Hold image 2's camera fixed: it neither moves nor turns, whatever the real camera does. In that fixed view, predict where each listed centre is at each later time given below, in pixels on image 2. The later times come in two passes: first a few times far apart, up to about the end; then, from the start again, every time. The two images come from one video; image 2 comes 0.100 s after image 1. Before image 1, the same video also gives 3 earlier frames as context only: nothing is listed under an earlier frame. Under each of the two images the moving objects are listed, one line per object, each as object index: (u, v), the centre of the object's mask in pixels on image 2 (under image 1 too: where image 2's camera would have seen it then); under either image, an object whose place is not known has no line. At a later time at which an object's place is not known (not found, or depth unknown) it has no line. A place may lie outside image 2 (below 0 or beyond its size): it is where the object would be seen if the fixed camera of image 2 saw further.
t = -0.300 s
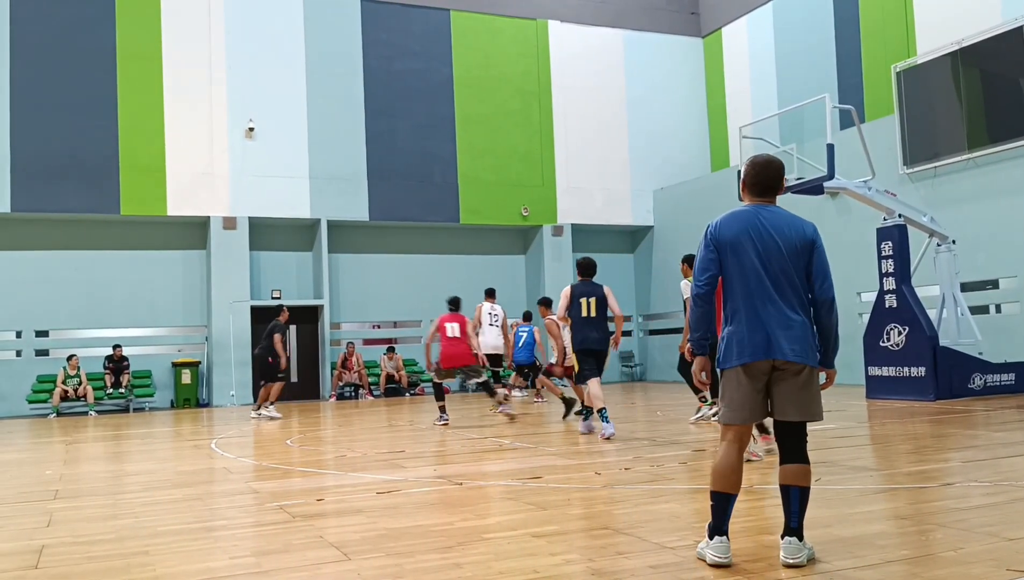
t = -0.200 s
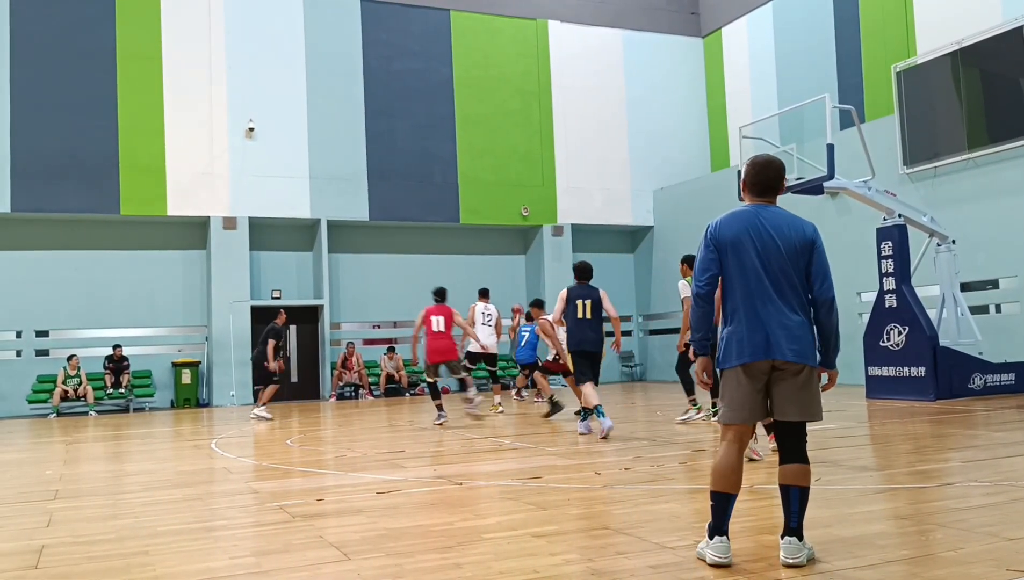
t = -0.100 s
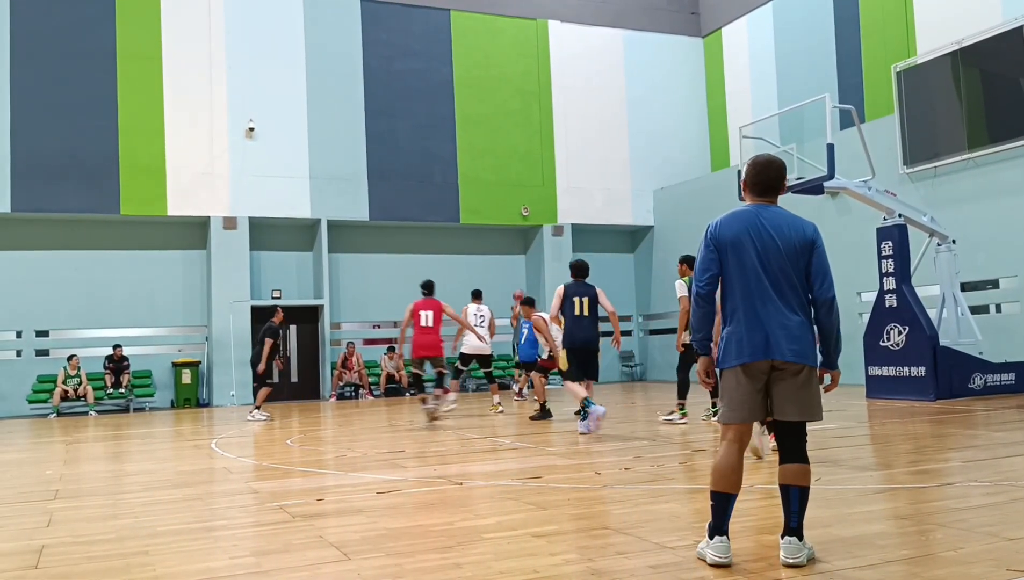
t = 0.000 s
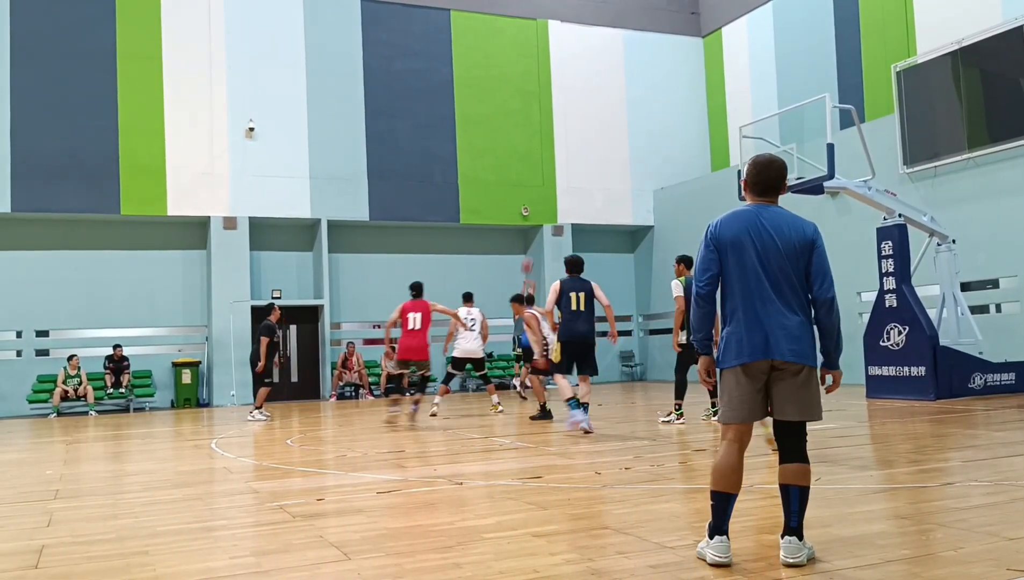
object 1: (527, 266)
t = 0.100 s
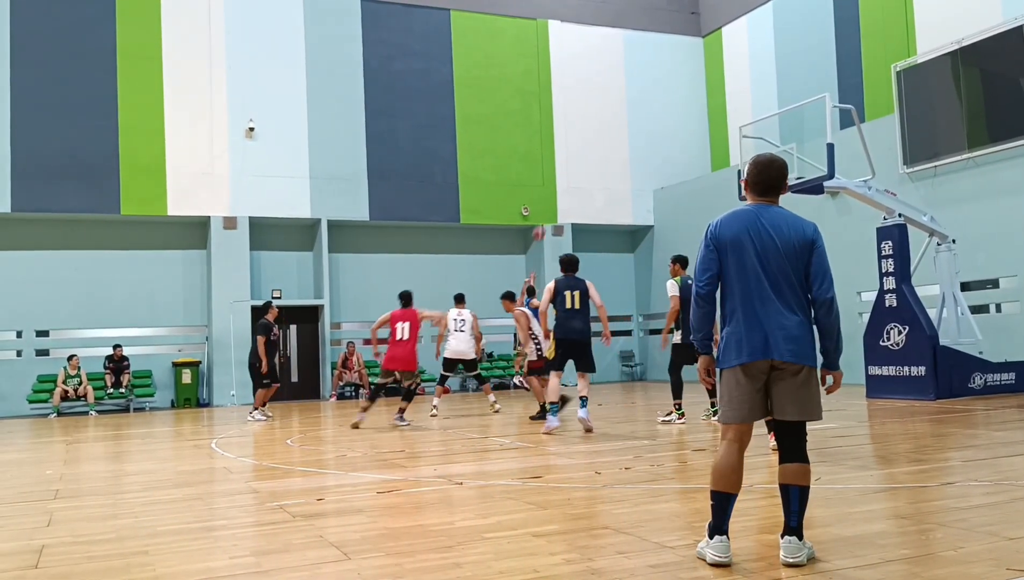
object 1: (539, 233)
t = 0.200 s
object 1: (551, 205)
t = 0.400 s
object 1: (581, 160)
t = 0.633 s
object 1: (619, 132)
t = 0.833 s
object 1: (656, 132)
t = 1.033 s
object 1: (700, 157)
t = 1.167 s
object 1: (733, 192)
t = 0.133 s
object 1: (543, 223)
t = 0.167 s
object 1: (548, 214)
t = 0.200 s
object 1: (551, 205)
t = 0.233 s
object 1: (557, 196)
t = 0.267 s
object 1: (562, 188)
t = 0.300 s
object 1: (566, 180)
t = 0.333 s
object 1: (571, 173)
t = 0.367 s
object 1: (576, 166)
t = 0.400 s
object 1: (581, 160)
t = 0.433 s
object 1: (586, 154)
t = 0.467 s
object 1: (591, 149)
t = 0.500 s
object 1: (596, 145)
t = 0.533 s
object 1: (602, 141)
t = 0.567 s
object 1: (607, 138)
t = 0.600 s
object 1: (613, 135)
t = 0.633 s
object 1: (619, 132)
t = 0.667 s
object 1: (624, 130)
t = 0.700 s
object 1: (630, 129)
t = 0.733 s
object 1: (636, 129)
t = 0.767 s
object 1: (642, 129)
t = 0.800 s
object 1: (649, 130)
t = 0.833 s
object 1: (656, 132)
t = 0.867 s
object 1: (662, 135)
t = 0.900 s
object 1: (670, 138)
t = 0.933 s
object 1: (677, 141)
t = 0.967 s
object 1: (684, 145)
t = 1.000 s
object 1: (692, 151)
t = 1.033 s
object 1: (700, 157)
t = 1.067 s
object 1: (708, 165)
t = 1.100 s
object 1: (716, 174)
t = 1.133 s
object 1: (725, 183)
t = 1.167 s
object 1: (733, 192)
